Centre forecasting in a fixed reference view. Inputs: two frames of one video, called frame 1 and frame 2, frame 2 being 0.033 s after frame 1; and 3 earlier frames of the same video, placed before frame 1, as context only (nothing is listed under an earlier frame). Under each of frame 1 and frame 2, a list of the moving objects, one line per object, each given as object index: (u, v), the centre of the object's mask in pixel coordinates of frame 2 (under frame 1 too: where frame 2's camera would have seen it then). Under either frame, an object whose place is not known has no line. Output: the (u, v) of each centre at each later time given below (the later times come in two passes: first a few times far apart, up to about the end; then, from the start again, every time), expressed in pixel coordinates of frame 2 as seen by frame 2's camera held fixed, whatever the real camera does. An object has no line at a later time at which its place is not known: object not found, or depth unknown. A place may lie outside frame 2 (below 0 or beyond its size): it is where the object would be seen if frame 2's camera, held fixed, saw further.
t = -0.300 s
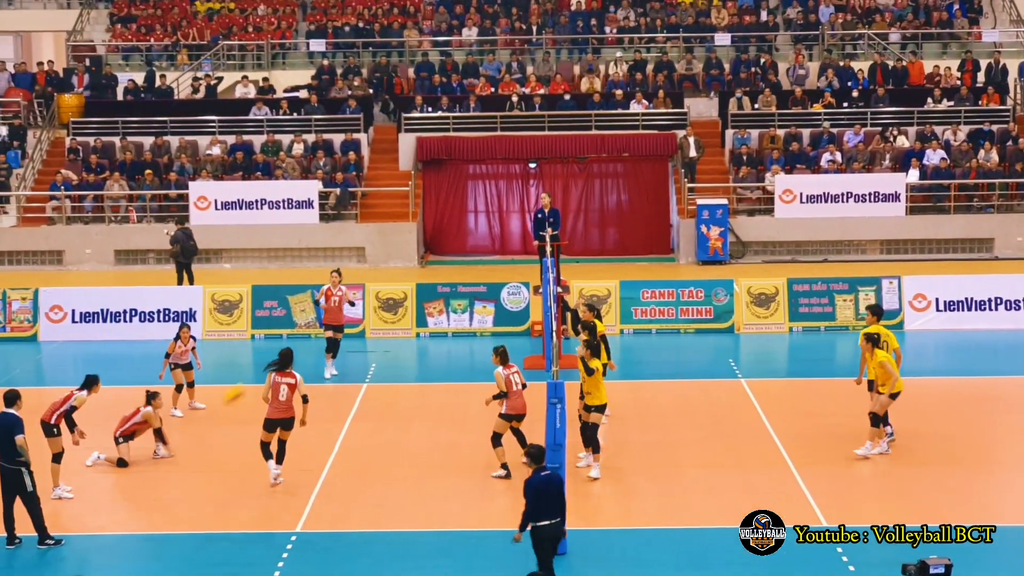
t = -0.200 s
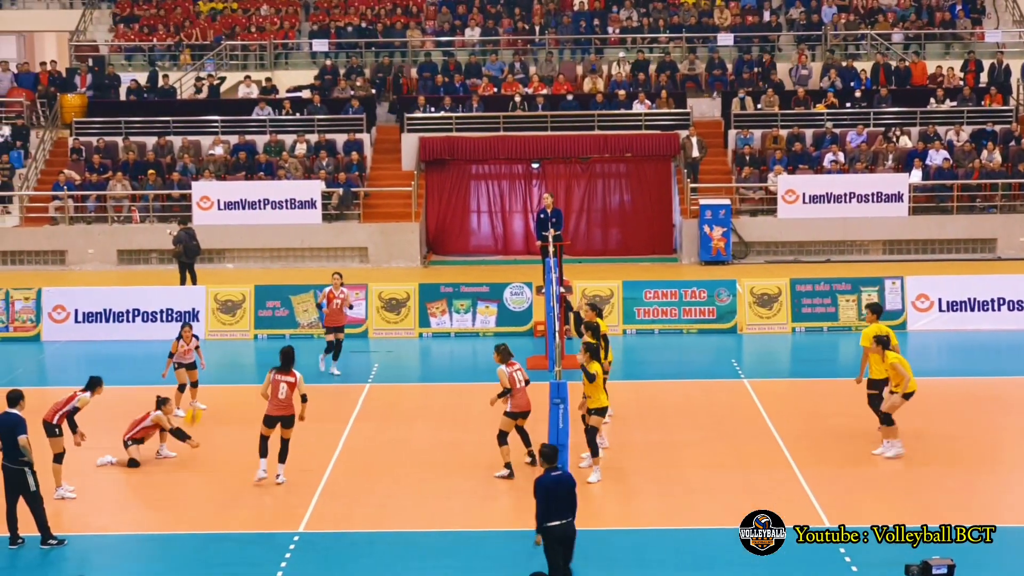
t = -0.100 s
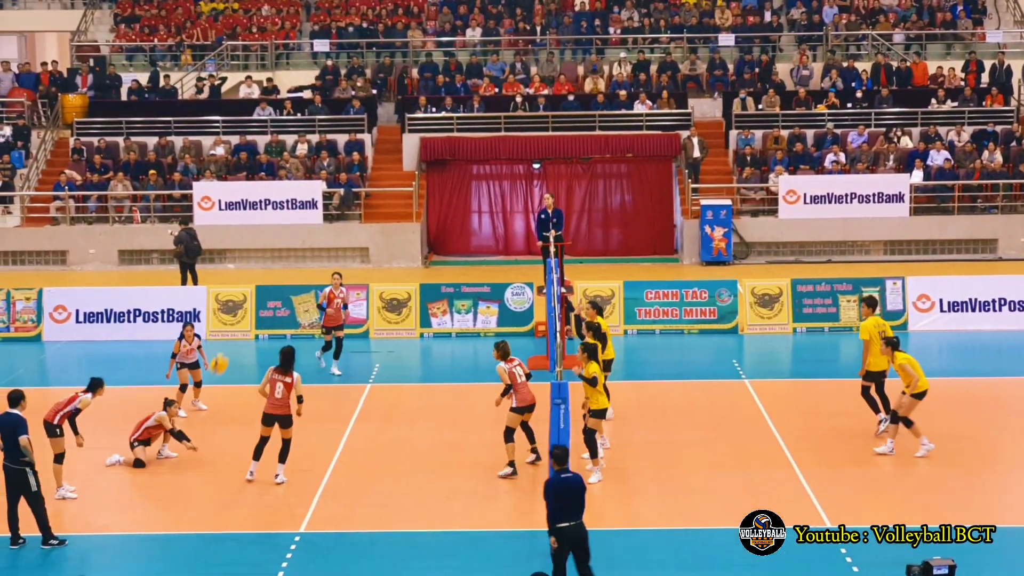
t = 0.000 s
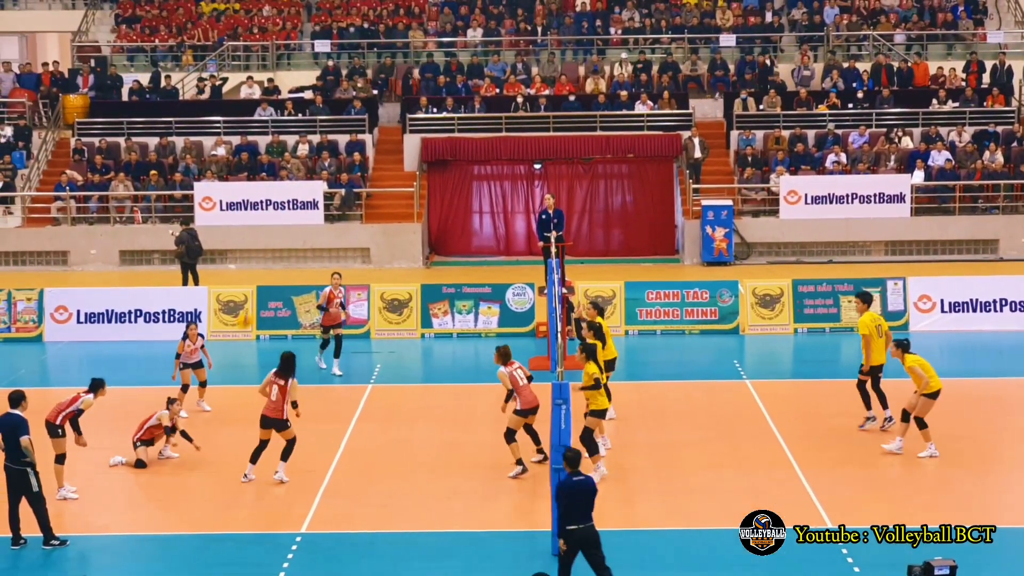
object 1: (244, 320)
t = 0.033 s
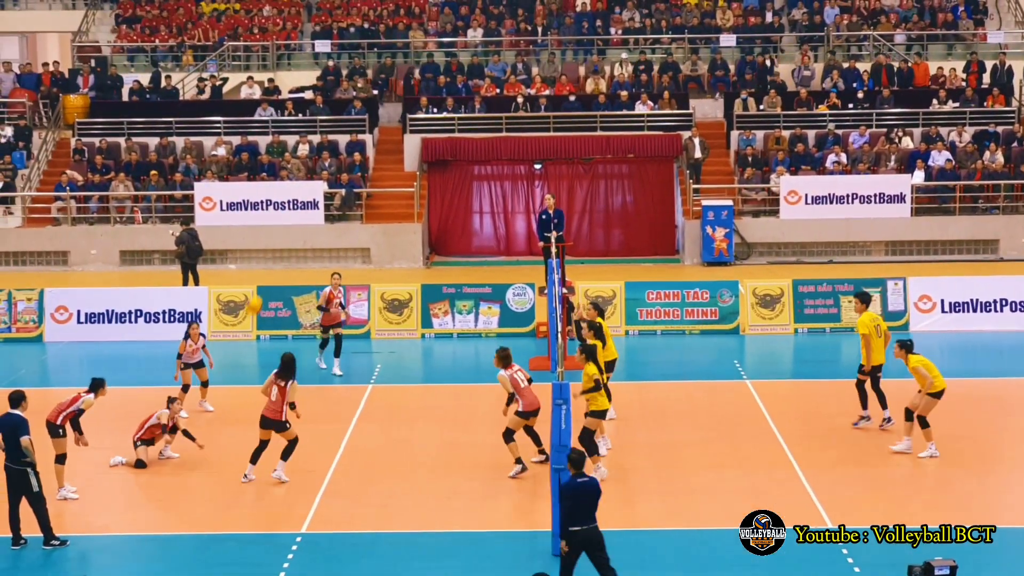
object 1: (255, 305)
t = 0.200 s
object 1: (295, 250)
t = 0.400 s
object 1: (345, 206)
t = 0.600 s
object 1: (395, 191)
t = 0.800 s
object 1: (447, 207)
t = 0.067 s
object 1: (262, 294)
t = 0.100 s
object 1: (269, 283)
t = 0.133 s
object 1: (279, 269)
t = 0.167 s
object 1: (286, 258)
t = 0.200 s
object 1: (295, 250)
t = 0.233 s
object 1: (303, 240)
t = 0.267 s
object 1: (311, 233)
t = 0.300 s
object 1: (320, 224)
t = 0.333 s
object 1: (329, 217)
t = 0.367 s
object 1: (336, 212)
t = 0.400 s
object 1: (345, 206)
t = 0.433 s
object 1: (353, 202)
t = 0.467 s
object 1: (361, 198)
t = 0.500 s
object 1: (370, 195)
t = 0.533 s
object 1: (377, 193)
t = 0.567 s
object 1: (387, 191)
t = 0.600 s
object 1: (395, 191)
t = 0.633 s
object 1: (404, 191)
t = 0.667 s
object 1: (412, 193)
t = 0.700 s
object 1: (421, 195)
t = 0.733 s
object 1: (430, 198)
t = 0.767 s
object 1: (438, 202)
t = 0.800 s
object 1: (447, 207)
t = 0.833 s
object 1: (456, 212)
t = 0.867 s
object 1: (465, 219)
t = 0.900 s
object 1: (473, 226)
